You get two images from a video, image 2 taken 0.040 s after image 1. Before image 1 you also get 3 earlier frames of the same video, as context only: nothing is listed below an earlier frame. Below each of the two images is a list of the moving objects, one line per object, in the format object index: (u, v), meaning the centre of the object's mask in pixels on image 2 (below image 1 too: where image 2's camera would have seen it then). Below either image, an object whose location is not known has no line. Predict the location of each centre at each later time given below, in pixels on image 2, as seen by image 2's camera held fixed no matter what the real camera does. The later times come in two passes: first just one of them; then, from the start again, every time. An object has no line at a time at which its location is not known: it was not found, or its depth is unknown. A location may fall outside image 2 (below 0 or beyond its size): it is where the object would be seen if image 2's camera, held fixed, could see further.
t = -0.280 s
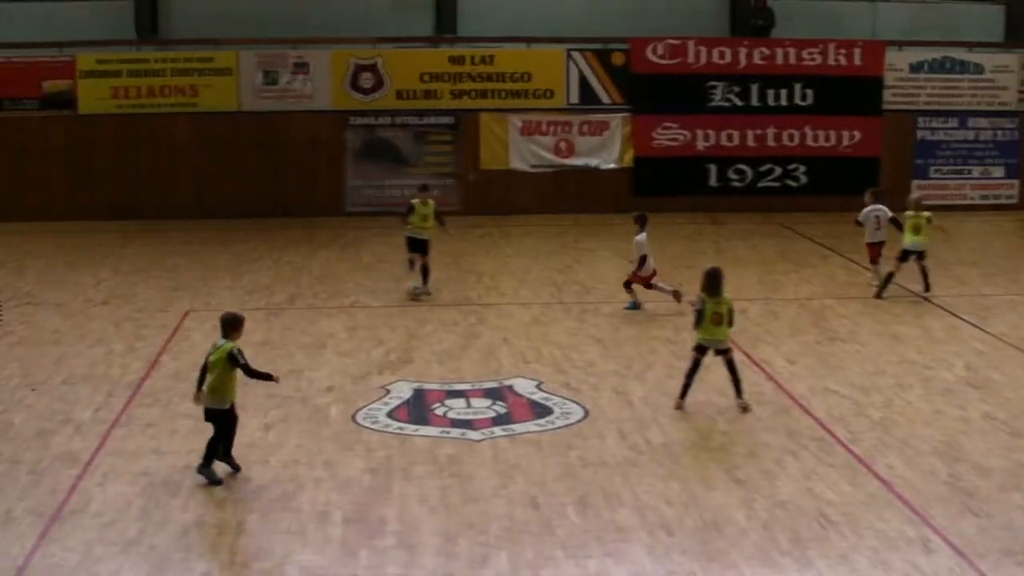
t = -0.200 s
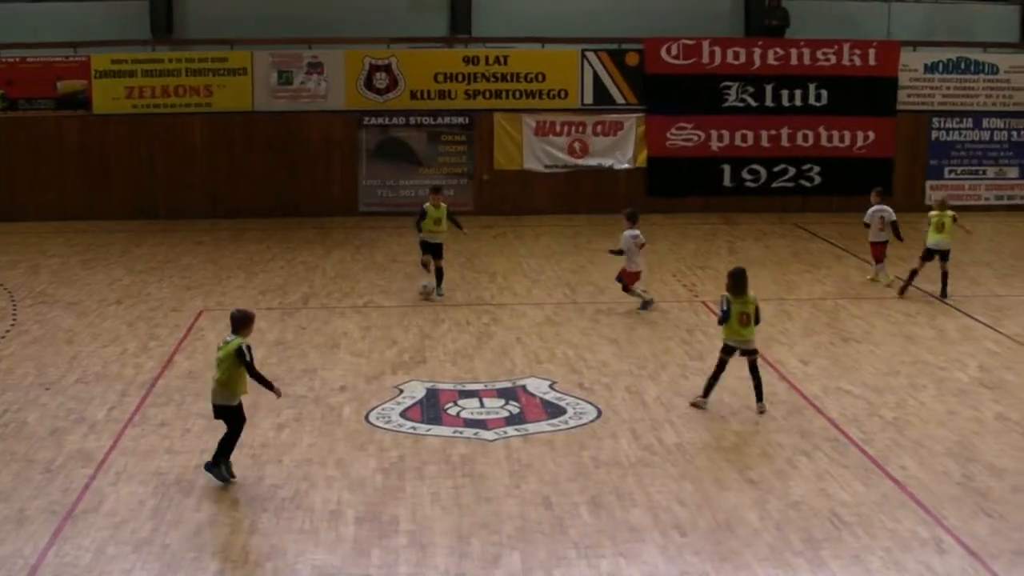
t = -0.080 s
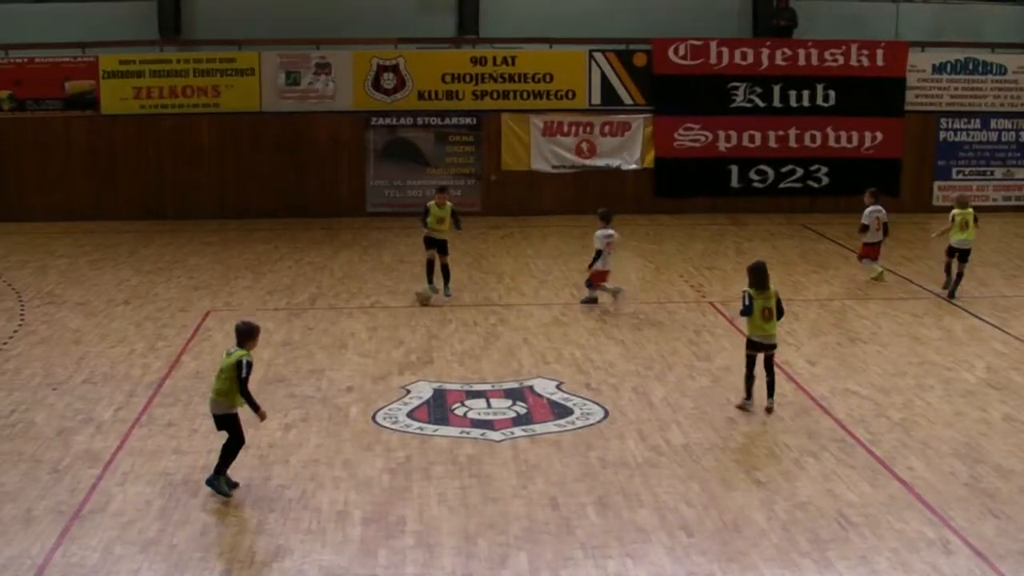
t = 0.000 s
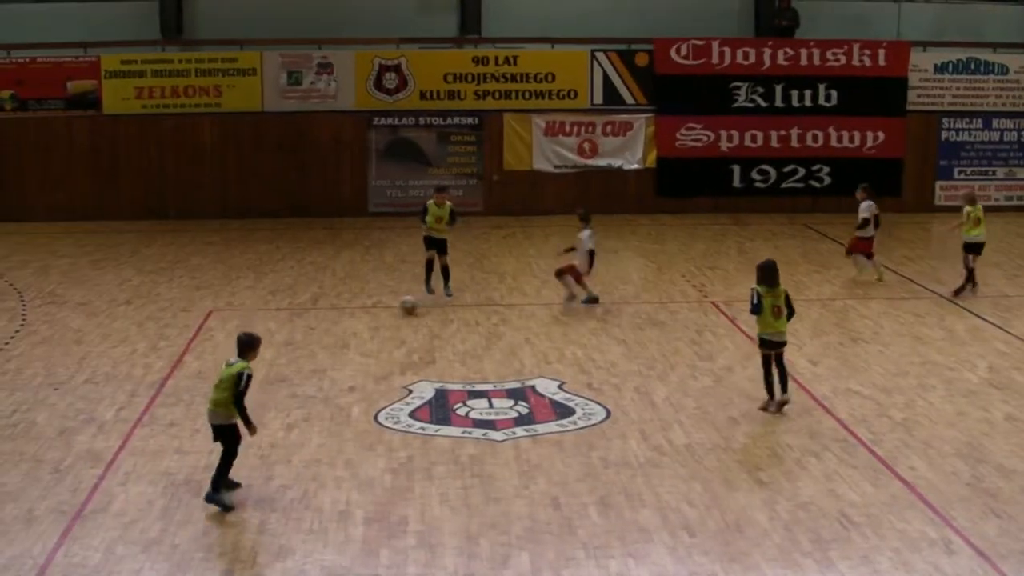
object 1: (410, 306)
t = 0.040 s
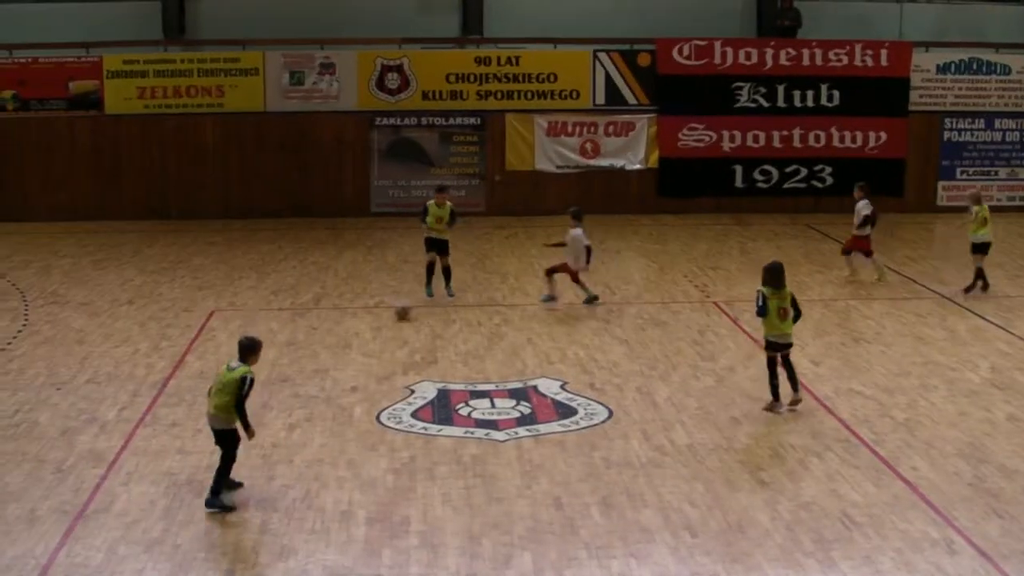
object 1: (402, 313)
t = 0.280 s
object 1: (355, 335)
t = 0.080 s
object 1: (395, 316)
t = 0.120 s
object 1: (386, 321)
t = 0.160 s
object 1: (379, 324)
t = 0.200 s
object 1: (371, 328)
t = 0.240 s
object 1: (363, 332)
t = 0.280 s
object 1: (355, 335)
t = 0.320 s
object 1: (348, 340)
